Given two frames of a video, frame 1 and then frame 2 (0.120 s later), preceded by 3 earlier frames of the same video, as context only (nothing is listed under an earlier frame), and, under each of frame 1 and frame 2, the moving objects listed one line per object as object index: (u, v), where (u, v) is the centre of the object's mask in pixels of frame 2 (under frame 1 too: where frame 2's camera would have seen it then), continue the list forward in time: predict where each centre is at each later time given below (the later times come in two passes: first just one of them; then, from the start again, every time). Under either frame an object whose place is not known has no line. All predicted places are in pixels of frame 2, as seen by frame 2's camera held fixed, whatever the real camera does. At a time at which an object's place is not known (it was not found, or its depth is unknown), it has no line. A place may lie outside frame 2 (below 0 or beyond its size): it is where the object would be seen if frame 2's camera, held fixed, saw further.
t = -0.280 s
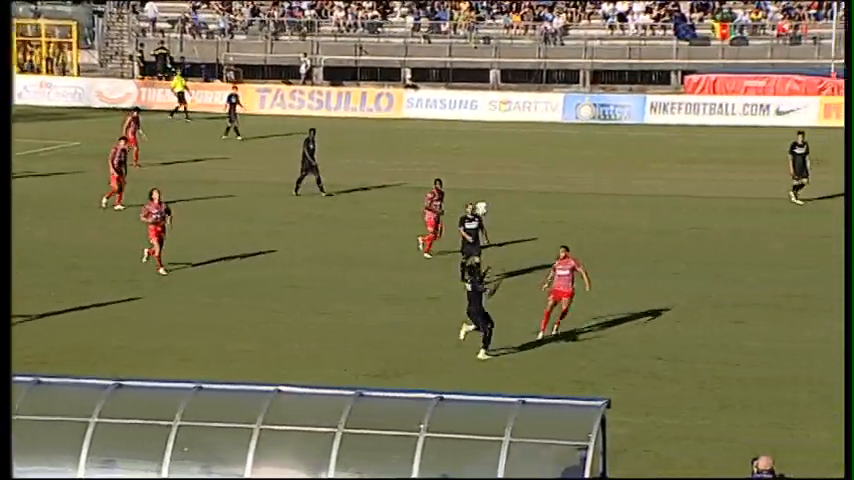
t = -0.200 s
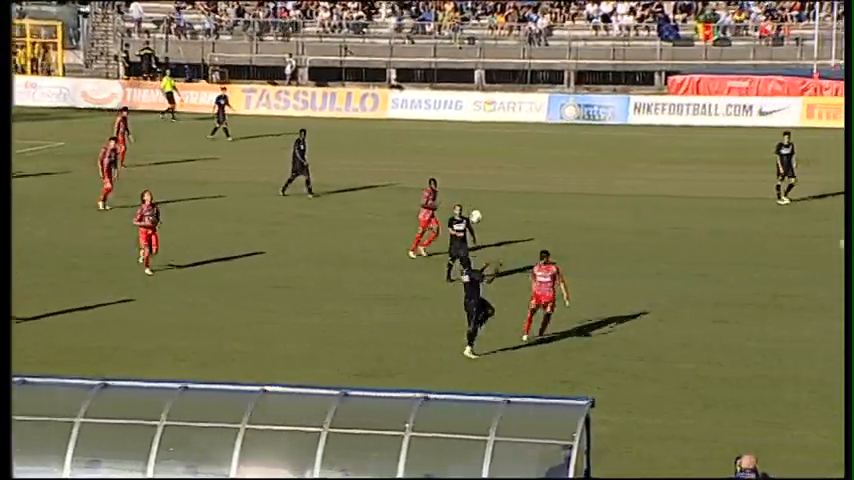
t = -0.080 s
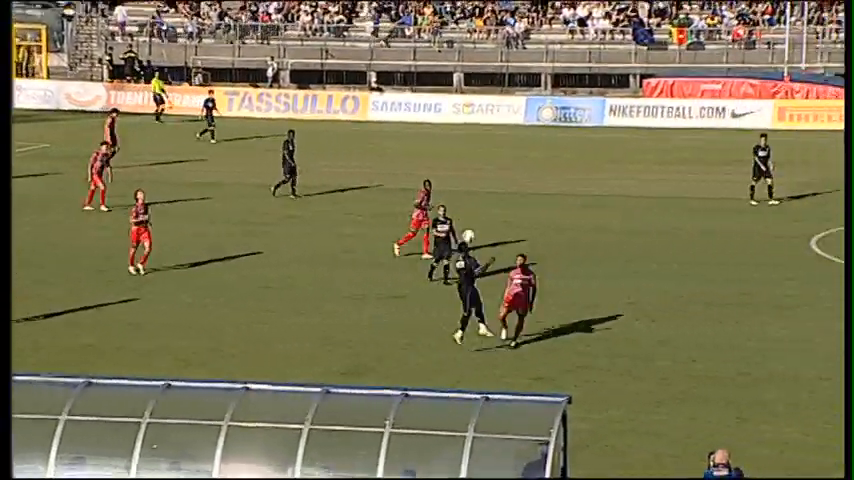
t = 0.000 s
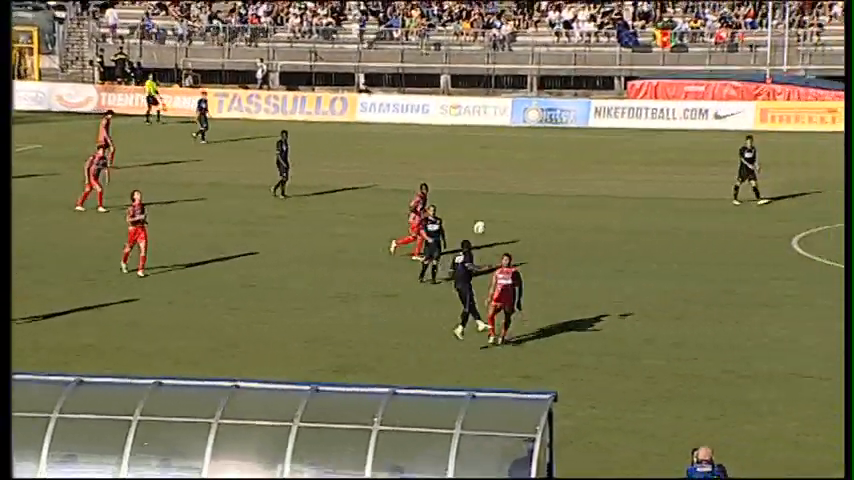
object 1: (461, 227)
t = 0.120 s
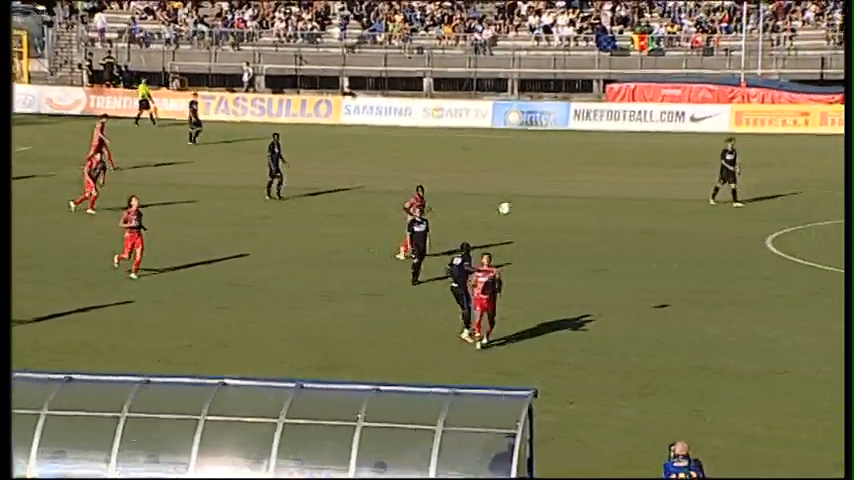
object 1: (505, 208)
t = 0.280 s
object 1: (560, 195)
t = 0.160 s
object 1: (518, 204)
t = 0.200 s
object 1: (532, 200)
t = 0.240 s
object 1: (546, 197)
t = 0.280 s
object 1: (560, 195)
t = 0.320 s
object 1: (573, 194)
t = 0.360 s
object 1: (586, 194)
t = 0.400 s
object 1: (600, 194)
